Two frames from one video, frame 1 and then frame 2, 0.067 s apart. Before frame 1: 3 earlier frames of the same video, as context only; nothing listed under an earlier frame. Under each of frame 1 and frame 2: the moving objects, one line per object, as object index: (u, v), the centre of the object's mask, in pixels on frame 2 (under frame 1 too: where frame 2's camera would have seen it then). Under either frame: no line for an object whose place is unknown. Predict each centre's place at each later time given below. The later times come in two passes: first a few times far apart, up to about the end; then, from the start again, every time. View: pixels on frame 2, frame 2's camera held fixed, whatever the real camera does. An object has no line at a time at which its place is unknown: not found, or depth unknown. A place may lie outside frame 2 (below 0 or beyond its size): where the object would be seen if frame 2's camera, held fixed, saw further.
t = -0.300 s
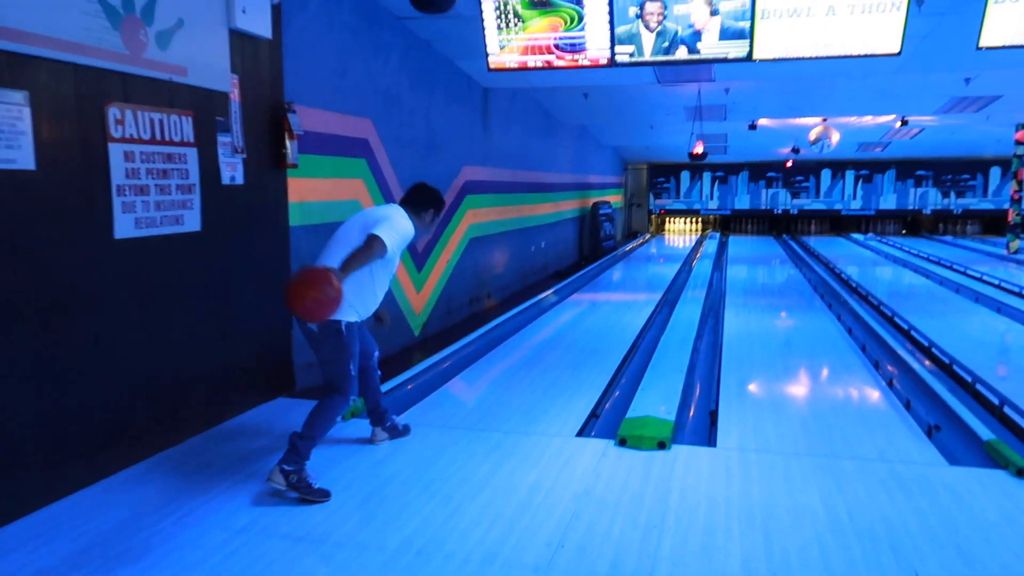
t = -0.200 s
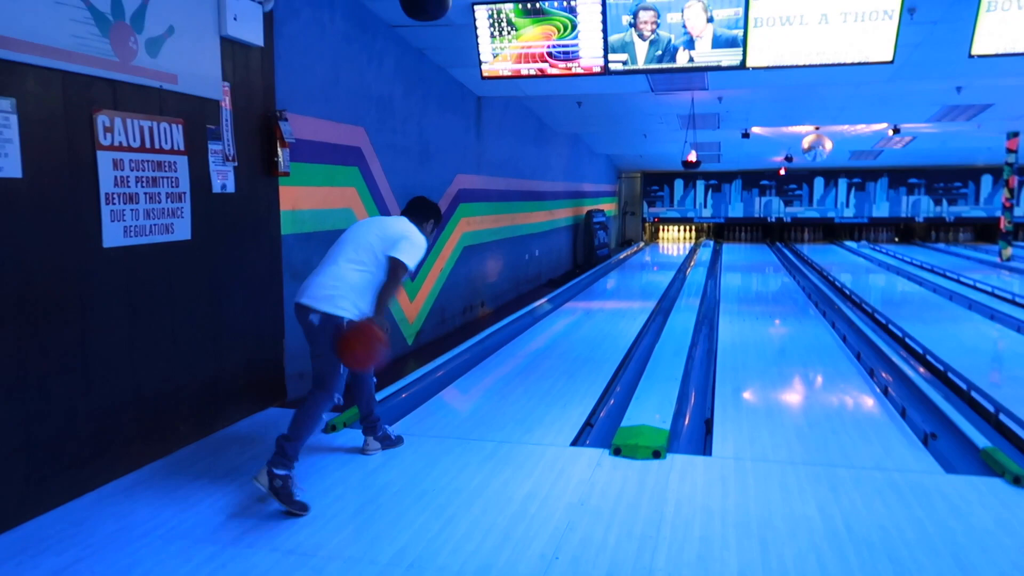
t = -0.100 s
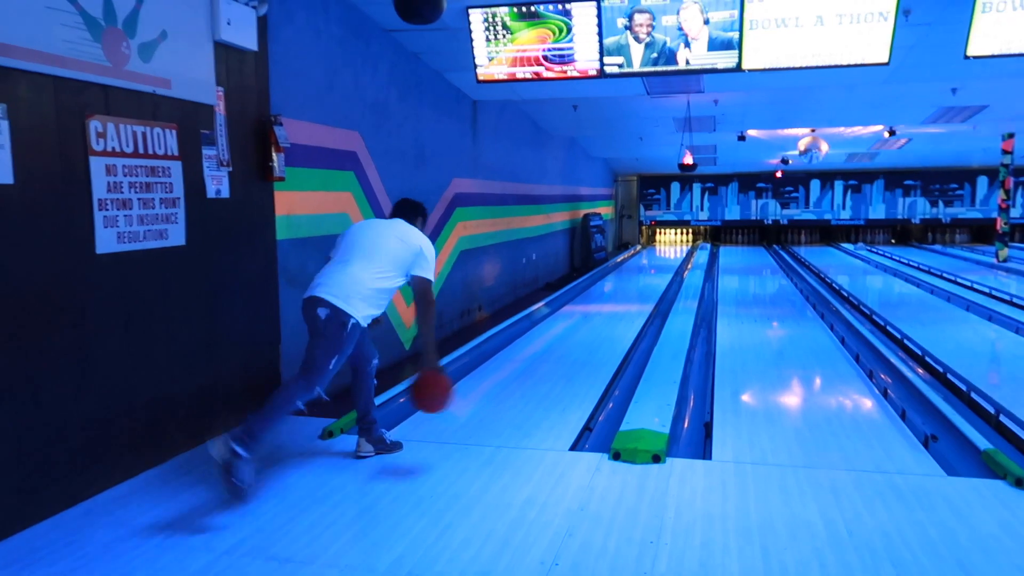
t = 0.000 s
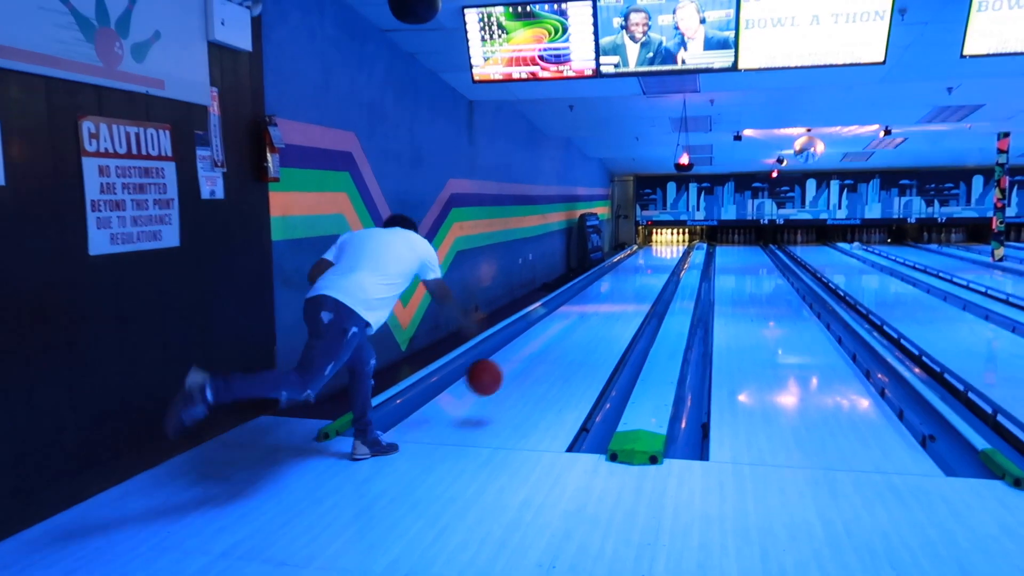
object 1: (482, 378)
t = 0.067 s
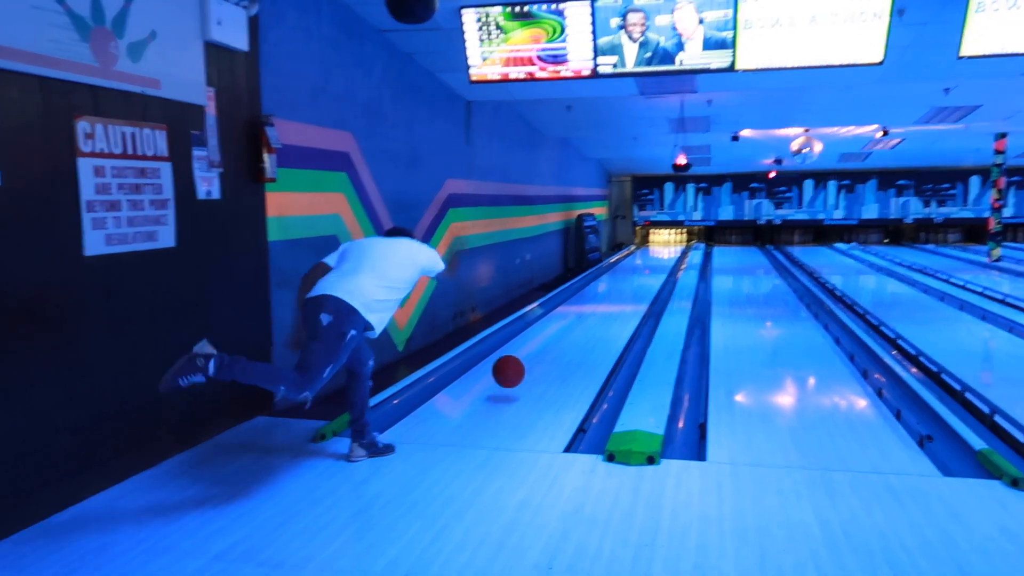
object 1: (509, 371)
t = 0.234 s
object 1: (555, 346)
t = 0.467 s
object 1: (593, 312)
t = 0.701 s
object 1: (616, 291)
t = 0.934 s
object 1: (632, 276)
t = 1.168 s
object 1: (644, 266)
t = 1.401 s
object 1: (653, 258)
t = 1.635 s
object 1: (660, 252)
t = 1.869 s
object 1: (663, 247)
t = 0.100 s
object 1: (520, 371)
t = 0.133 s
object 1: (530, 367)
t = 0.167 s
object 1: (539, 358)
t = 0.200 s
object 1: (547, 351)
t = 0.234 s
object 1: (555, 346)
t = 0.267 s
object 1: (561, 340)
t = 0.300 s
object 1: (568, 334)
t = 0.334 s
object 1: (574, 329)
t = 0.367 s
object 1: (579, 324)
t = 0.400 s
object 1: (584, 320)
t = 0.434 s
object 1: (589, 316)
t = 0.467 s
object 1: (593, 312)
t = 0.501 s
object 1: (597, 308)
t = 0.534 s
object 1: (601, 305)
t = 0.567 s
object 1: (605, 302)
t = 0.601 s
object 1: (608, 299)
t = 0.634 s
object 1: (611, 296)
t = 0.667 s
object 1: (614, 294)
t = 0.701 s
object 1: (616, 291)
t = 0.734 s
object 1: (619, 289)
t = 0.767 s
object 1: (622, 286)
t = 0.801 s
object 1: (624, 284)
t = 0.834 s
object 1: (626, 282)
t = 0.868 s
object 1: (629, 280)
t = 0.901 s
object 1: (630, 278)
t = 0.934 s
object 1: (632, 276)
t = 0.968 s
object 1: (634, 275)
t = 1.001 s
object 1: (636, 273)
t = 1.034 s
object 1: (638, 271)
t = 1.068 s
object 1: (640, 270)
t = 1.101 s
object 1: (641, 269)
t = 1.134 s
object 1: (643, 267)
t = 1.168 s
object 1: (644, 266)
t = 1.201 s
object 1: (646, 265)
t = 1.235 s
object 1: (647, 264)
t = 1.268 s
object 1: (648, 262)
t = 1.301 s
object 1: (650, 261)
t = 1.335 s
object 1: (651, 260)
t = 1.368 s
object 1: (652, 259)
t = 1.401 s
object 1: (653, 258)
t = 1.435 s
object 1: (654, 257)
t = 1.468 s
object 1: (655, 256)
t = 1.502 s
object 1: (656, 255)
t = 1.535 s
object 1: (656, 254)
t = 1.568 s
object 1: (658, 253)
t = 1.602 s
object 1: (659, 252)
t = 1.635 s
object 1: (660, 252)
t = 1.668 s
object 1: (660, 251)
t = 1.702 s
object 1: (661, 250)
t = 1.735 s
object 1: (661, 249)
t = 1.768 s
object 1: (662, 249)
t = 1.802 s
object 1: (663, 248)
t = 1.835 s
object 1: (664, 247)
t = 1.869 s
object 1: (663, 247)
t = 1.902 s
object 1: (665, 246)
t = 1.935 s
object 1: (665, 246)
